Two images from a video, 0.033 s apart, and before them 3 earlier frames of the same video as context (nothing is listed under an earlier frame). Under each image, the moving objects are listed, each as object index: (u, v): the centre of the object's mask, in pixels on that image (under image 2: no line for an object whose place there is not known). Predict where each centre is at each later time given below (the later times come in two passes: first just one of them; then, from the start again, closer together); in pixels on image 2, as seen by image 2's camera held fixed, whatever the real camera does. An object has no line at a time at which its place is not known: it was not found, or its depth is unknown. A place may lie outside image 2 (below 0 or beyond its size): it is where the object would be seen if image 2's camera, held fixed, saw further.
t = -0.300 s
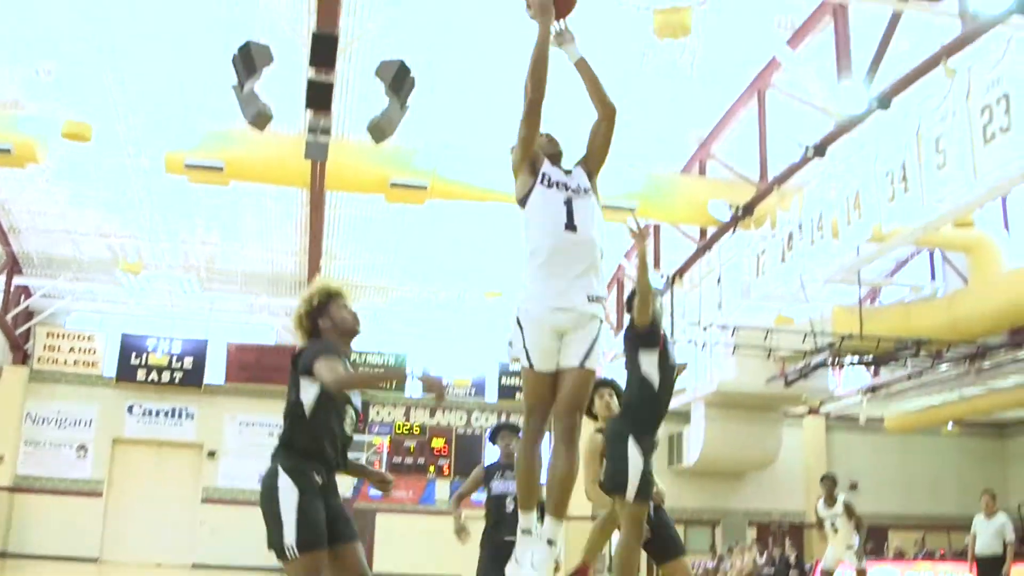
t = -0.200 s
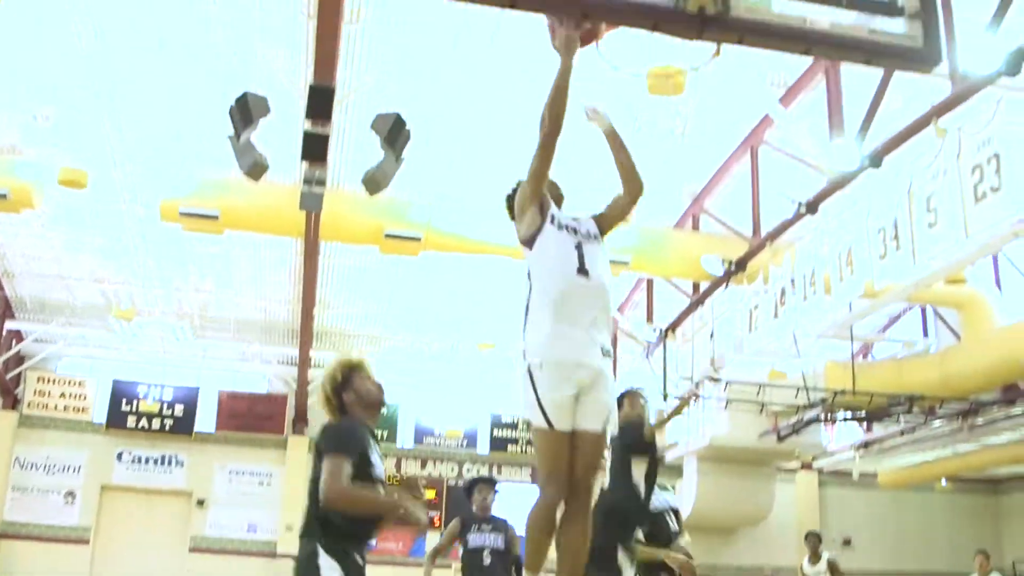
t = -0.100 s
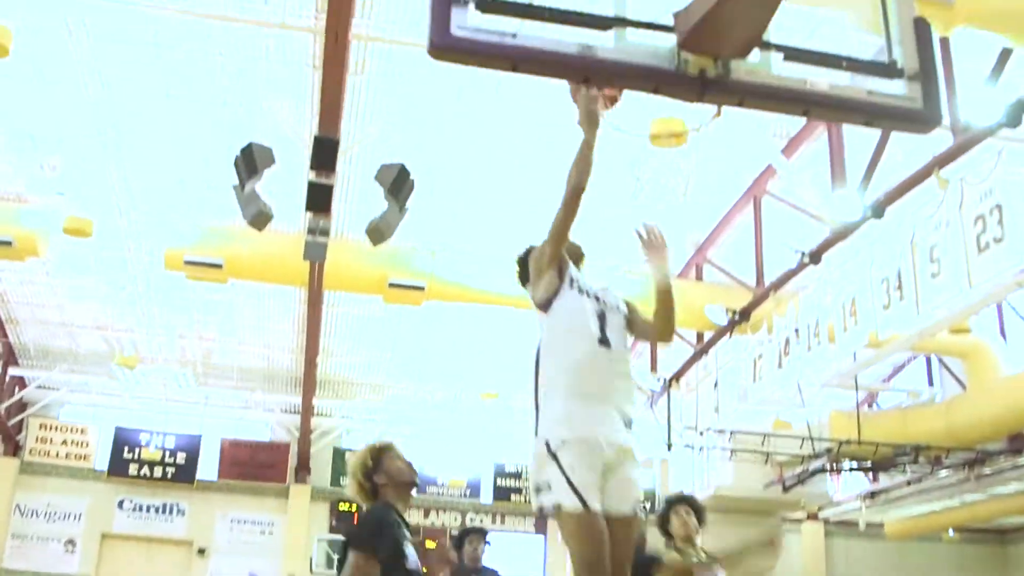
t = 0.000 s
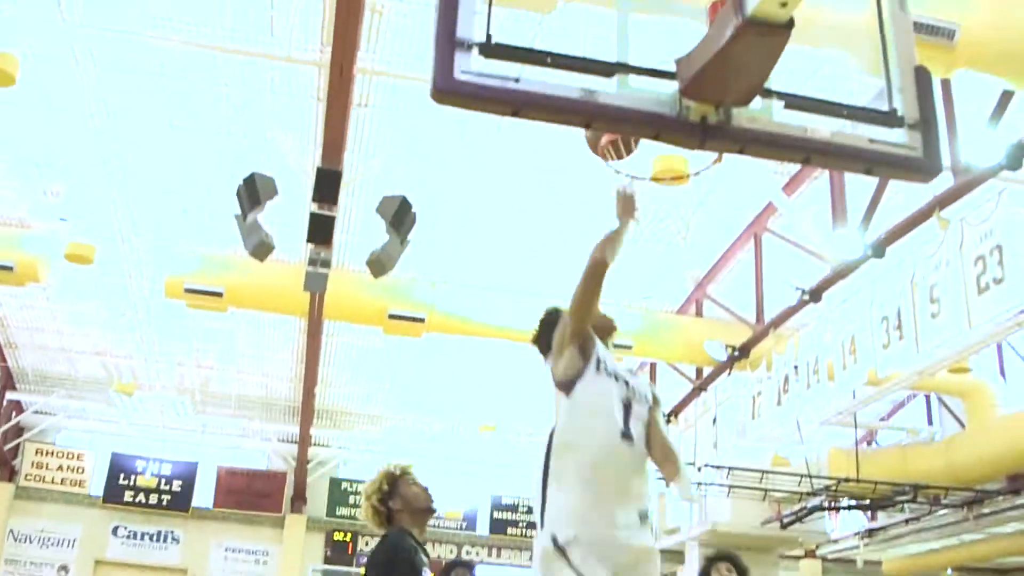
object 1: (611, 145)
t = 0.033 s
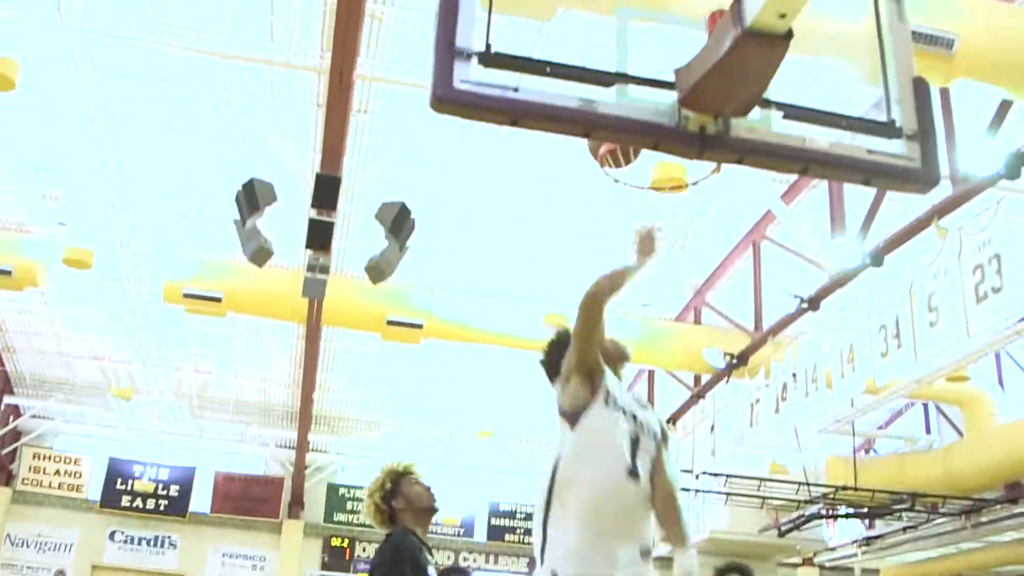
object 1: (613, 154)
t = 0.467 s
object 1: (673, 268)
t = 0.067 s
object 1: (616, 155)
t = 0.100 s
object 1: (619, 158)
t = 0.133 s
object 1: (623, 163)
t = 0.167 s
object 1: (628, 166)
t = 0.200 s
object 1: (635, 170)
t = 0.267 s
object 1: (643, 182)
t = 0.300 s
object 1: (652, 186)
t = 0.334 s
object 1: (656, 201)
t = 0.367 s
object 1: (662, 217)
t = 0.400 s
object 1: (666, 232)
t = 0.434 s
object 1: (670, 248)
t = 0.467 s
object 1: (673, 268)
